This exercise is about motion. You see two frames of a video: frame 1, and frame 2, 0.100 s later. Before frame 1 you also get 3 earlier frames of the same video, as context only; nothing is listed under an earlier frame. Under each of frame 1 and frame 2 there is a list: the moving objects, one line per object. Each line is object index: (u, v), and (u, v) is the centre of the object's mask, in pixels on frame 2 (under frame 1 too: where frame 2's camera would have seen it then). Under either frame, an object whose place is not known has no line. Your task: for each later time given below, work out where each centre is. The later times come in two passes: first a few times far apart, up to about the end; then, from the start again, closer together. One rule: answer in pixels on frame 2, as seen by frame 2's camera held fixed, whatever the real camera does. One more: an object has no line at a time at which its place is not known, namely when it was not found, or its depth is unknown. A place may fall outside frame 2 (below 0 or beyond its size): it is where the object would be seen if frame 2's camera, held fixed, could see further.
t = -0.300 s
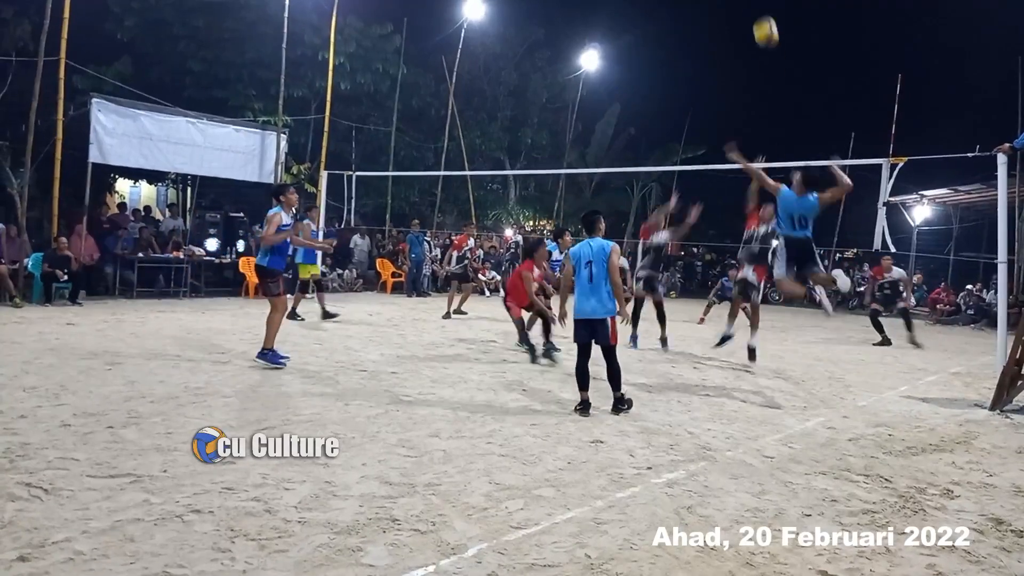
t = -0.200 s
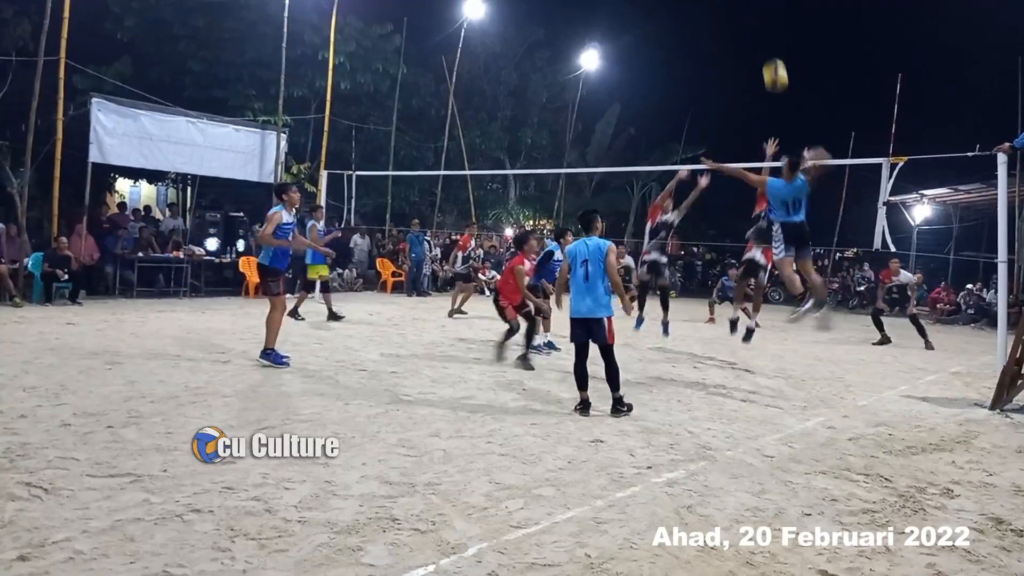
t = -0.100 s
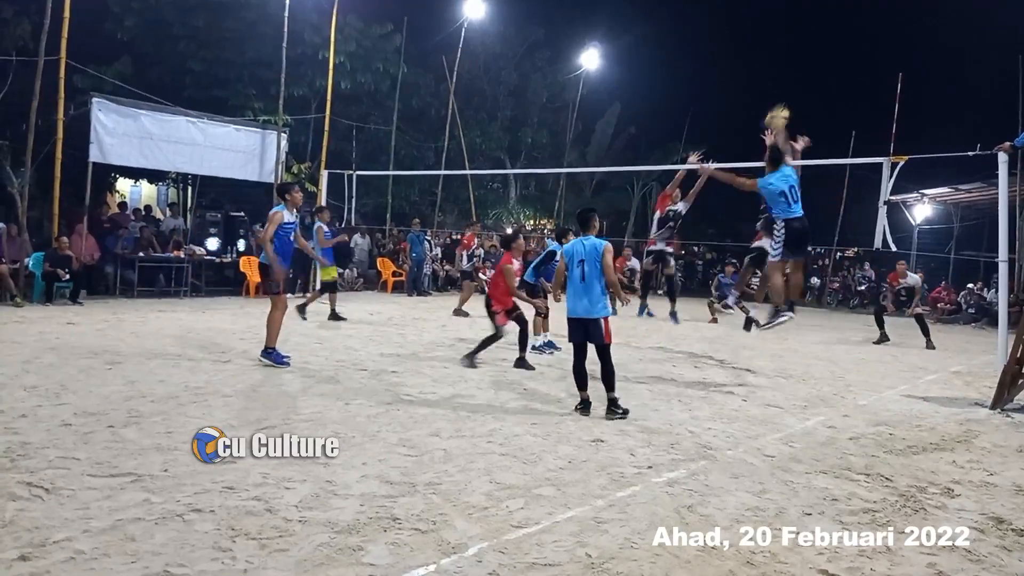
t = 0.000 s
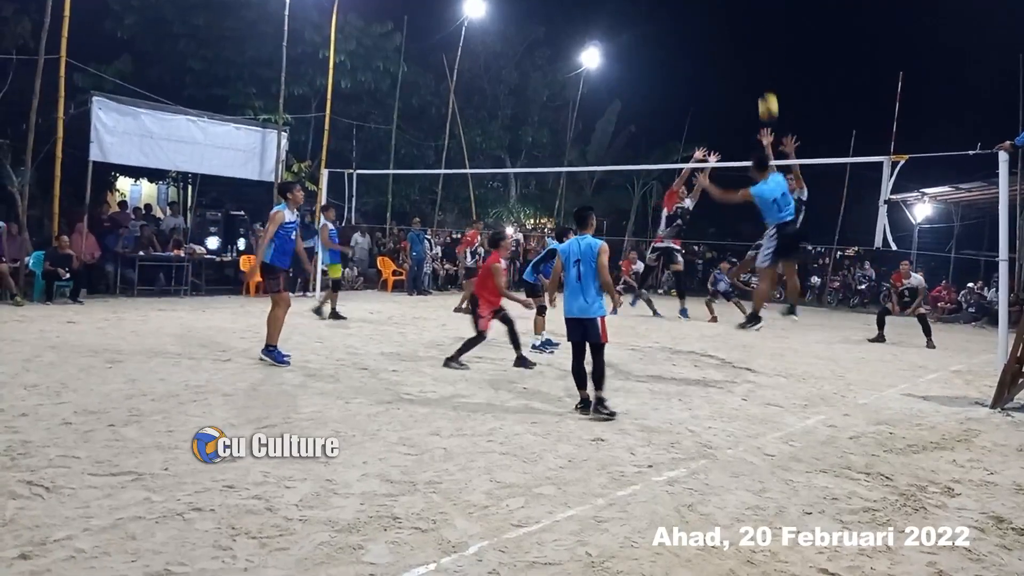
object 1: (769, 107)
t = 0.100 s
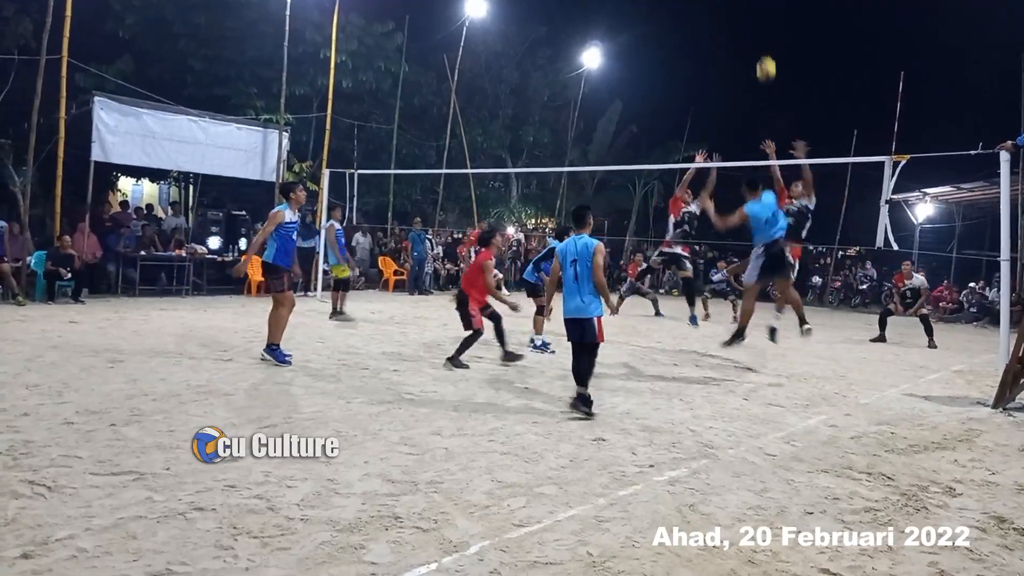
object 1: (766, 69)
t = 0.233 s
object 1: (761, 35)
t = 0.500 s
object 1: (748, 16)
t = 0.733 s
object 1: (736, 42)
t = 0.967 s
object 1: (724, 101)
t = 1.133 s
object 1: (716, 155)
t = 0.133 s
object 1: (765, 59)
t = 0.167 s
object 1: (764, 50)
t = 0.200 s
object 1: (762, 42)
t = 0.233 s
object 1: (761, 35)
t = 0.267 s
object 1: (760, 29)
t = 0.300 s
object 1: (758, 25)
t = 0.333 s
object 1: (756, 21)
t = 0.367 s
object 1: (755, 18)
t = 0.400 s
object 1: (753, 16)
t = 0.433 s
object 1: (752, 16)
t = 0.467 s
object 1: (750, 15)
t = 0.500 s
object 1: (748, 16)
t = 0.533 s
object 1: (747, 18)
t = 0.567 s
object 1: (745, 20)
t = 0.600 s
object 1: (743, 23)
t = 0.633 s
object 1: (742, 27)
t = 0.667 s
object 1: (740, 31)
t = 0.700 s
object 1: (738, 36)
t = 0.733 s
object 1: (736, 42)
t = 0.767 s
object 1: (735, 48)
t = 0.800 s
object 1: (733, 56)
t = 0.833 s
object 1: (731, 64)
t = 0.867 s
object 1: (730, 72)
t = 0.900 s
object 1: (728, 81)
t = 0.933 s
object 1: (726, 91)
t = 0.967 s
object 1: (724, 101)
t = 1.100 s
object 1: (717, 146)
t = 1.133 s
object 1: (716, 155)
